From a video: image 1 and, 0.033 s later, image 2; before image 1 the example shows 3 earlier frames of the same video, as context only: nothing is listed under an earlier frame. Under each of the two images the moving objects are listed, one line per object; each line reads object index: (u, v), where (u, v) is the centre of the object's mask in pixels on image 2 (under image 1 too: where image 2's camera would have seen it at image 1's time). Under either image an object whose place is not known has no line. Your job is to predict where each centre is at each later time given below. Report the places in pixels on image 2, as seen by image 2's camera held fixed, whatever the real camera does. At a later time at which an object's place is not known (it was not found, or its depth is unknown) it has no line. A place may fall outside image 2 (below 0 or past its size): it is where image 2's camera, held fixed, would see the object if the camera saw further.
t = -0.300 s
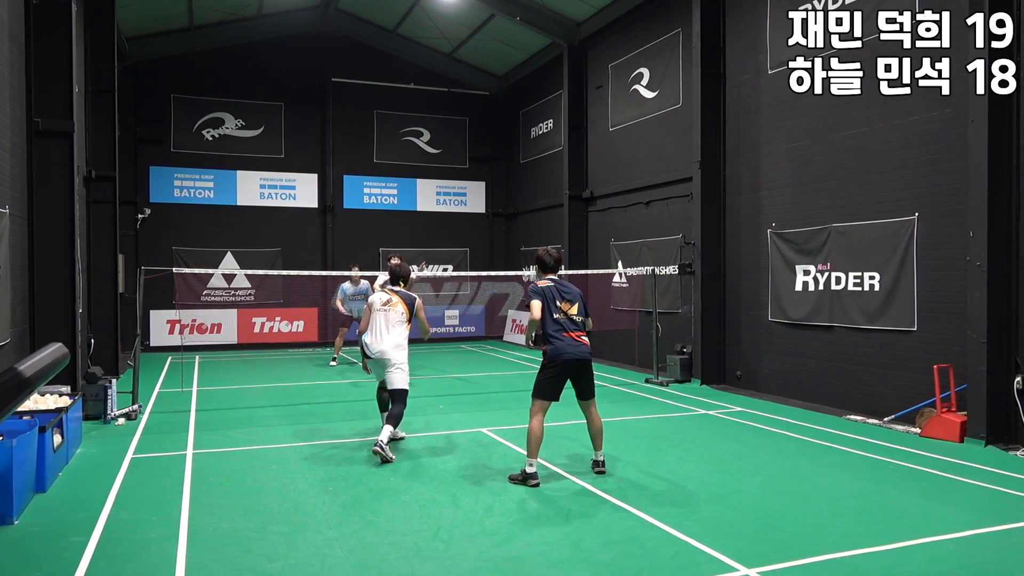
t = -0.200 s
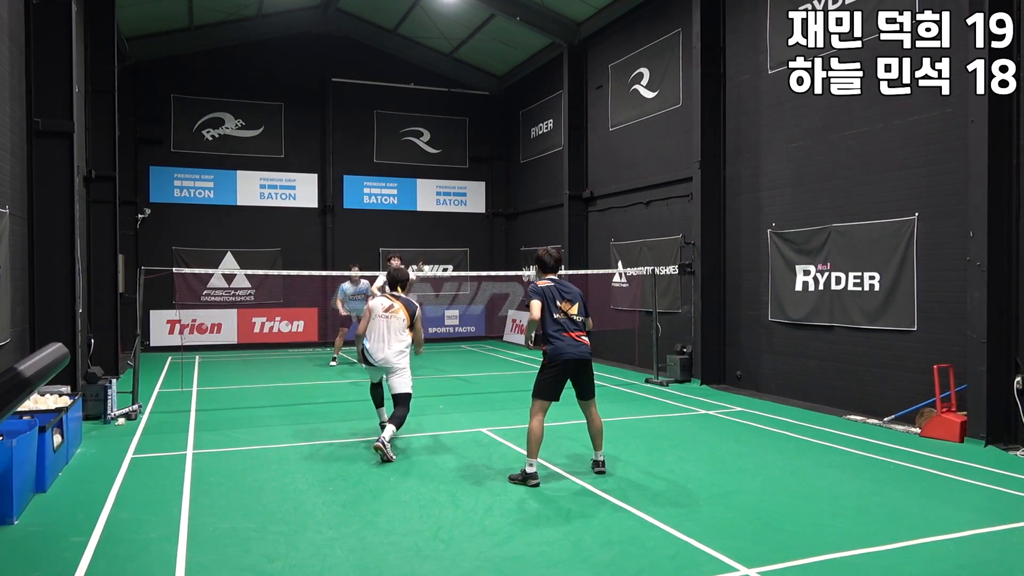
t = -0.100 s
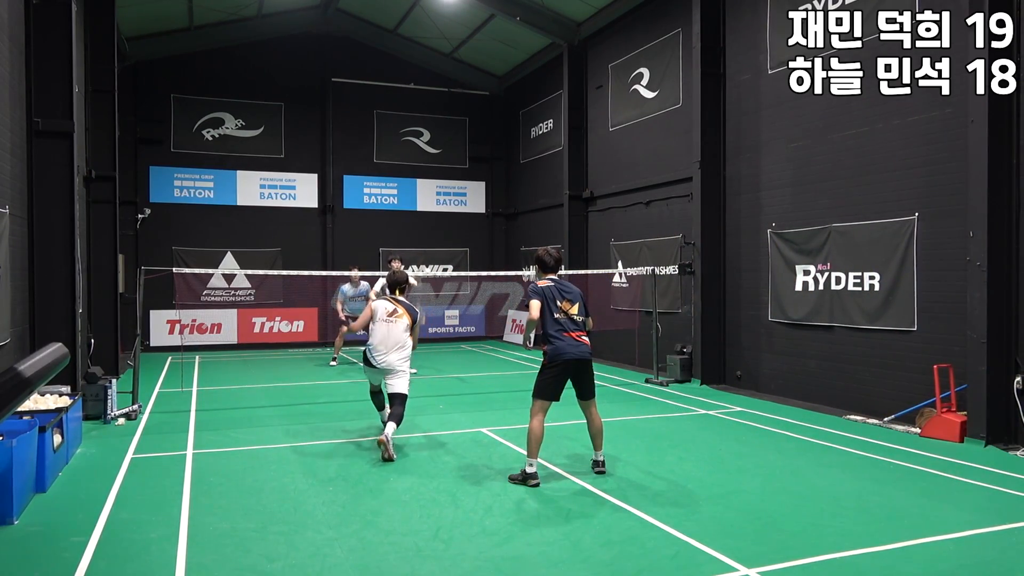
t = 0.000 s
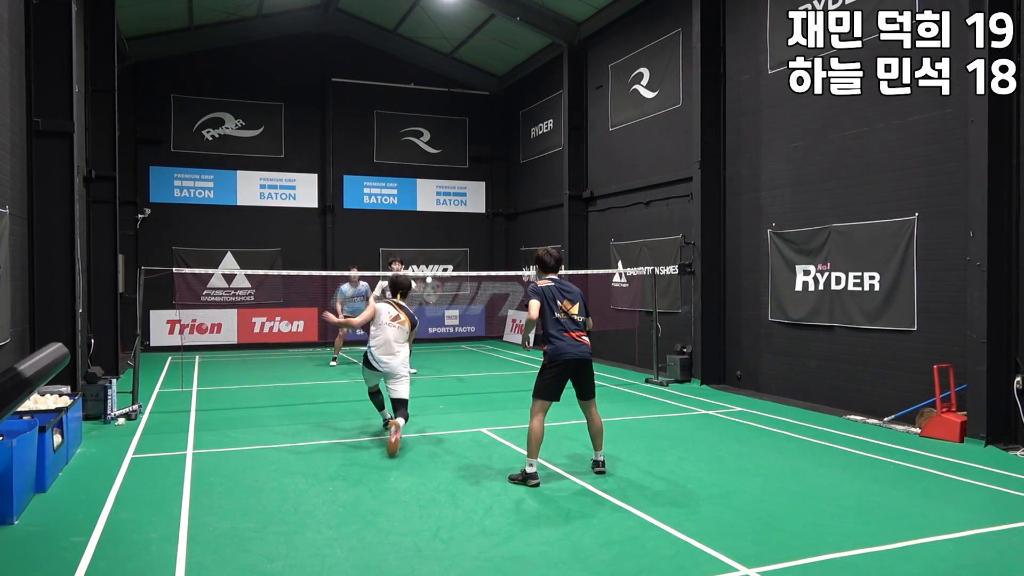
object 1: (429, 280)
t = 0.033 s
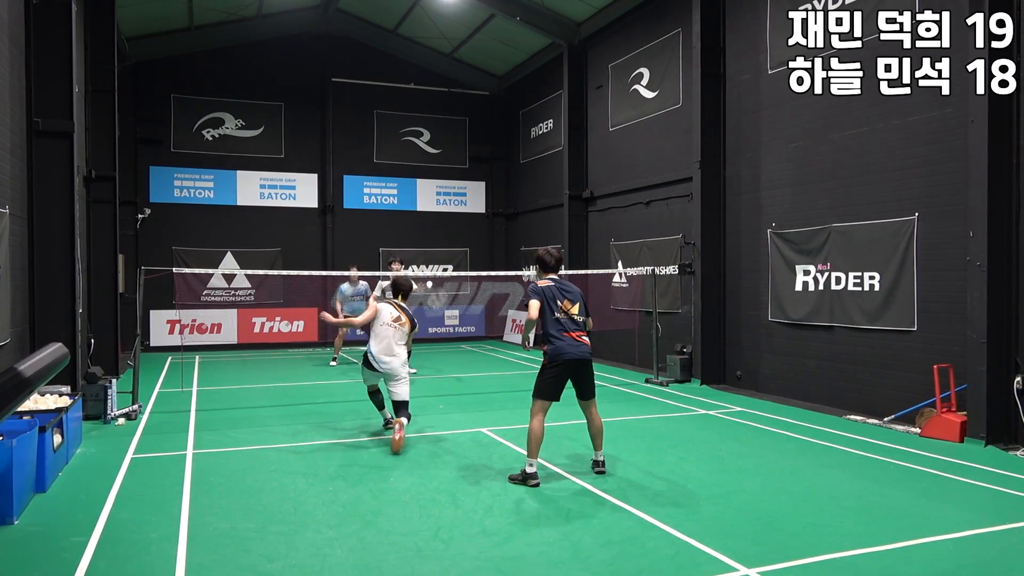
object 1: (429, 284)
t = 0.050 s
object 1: (429, 287)
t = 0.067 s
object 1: (430, 290)
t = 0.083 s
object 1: (430, 293)
